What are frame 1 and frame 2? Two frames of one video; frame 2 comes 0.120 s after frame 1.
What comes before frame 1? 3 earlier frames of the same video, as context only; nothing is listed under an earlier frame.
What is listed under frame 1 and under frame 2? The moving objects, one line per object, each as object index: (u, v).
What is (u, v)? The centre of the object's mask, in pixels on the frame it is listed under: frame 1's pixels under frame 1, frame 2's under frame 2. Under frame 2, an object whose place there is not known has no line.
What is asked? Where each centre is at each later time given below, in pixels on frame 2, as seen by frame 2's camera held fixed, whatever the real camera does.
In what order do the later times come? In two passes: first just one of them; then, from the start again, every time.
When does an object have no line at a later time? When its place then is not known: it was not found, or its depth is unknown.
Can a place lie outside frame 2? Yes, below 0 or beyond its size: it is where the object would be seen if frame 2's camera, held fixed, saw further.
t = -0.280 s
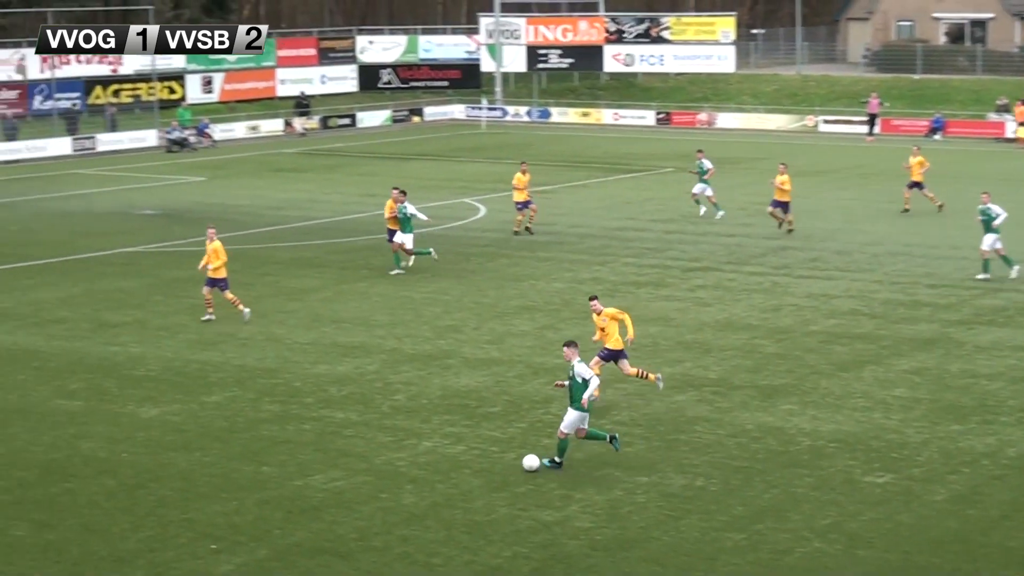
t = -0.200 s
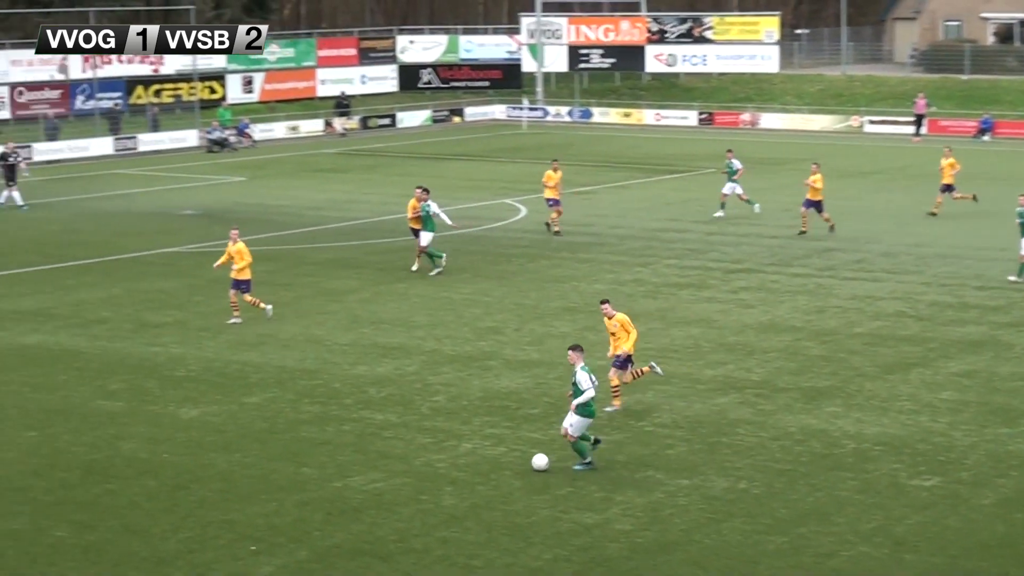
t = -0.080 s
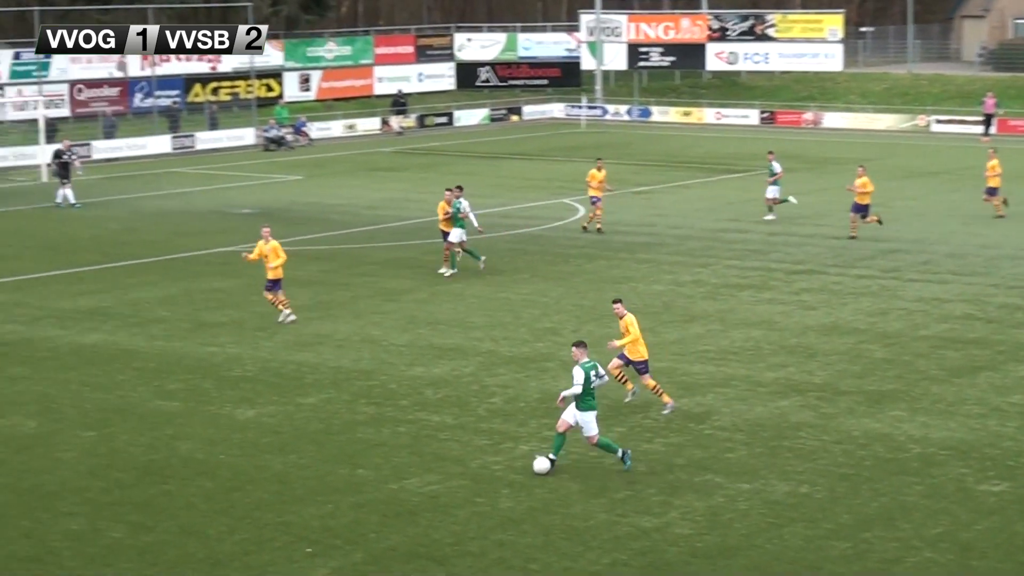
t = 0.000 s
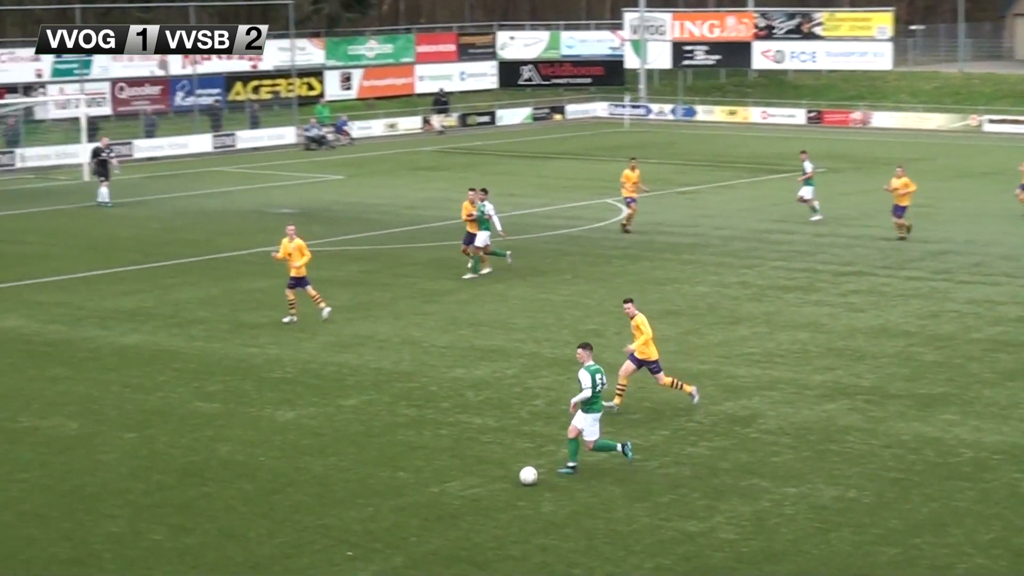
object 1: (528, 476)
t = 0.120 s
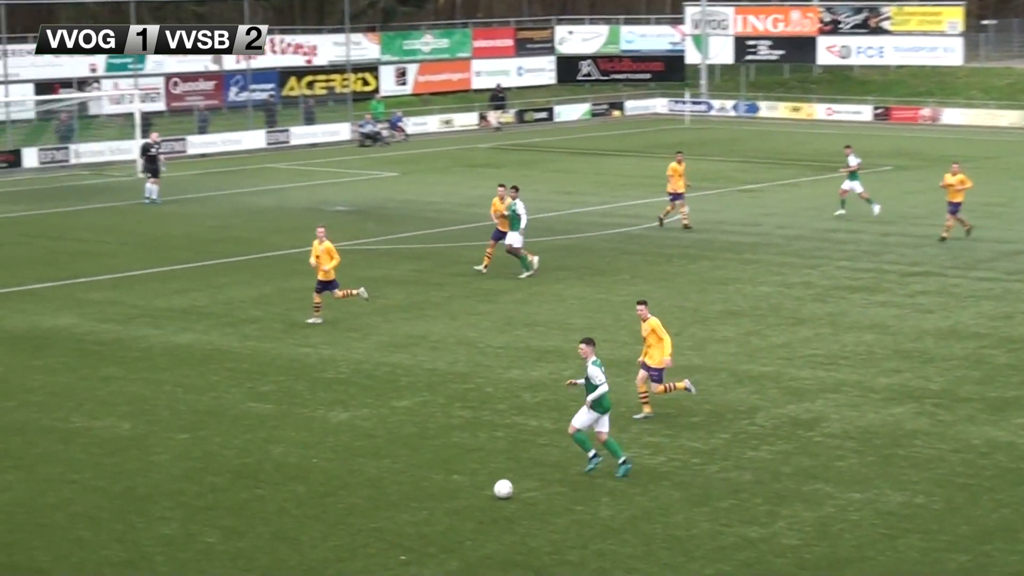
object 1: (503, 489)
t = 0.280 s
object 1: (402, 500)
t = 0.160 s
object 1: (477, 492)
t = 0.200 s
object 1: (451, 493)
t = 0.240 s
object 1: (426, 496)
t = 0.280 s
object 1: (402, 500)
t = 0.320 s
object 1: (379, 501)
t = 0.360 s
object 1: (356, 503)
